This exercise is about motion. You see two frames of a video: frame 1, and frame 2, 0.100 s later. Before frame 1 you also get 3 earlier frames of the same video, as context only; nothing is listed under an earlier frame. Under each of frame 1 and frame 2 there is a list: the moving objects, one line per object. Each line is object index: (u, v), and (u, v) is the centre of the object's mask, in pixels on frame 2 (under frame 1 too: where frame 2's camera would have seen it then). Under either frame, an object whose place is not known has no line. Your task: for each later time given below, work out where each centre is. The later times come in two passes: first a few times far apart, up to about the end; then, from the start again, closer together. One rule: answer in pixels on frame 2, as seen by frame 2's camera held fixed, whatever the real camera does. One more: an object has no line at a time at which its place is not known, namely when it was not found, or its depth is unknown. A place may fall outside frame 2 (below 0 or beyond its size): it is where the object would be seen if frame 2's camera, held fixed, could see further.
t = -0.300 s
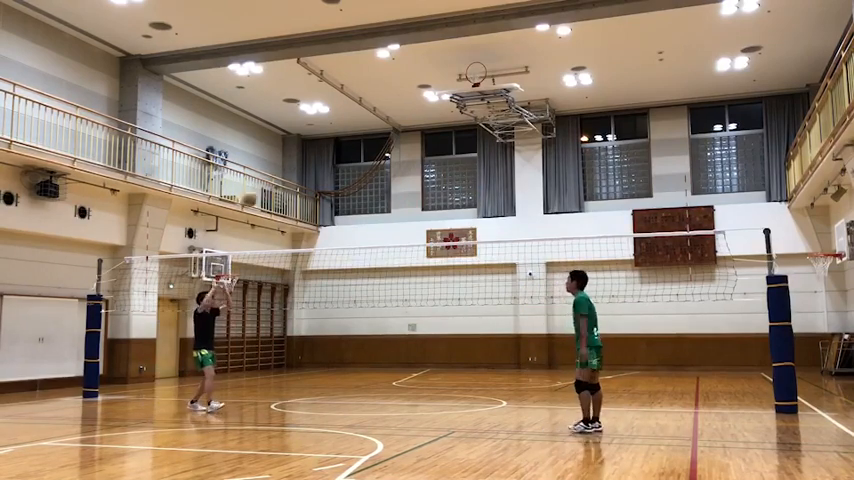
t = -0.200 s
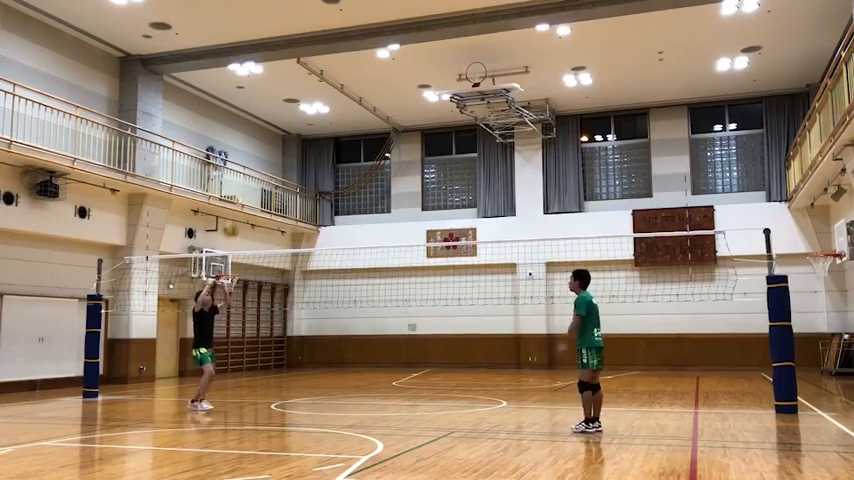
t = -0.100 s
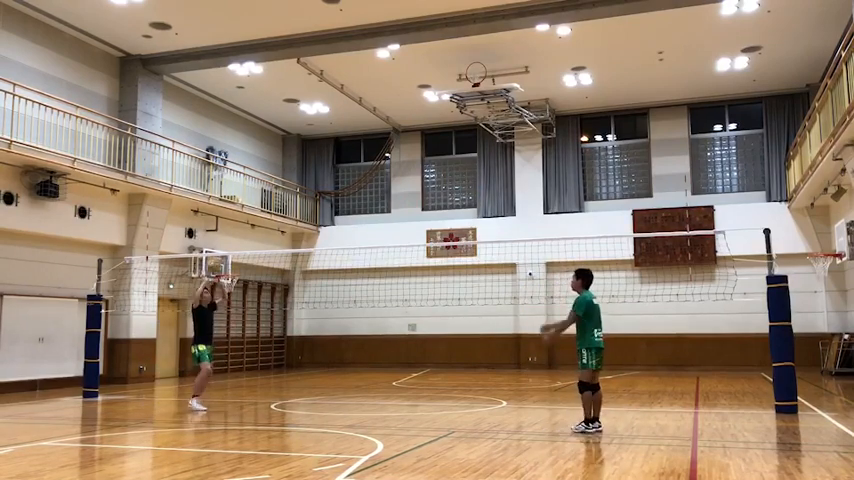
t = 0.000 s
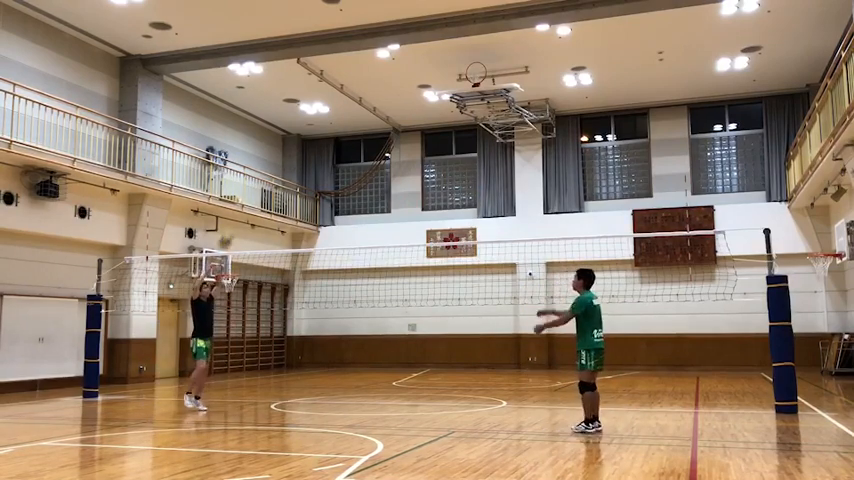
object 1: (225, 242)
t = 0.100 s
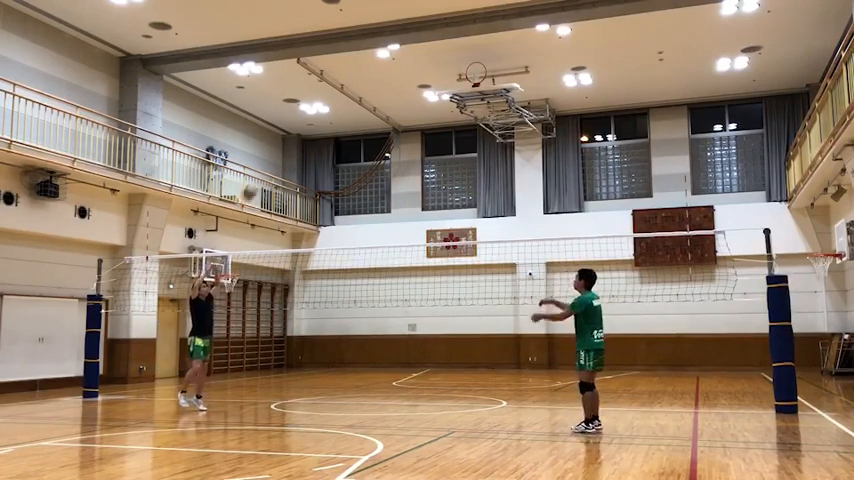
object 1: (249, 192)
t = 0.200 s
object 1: (272, 150)
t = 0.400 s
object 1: (319, 93)
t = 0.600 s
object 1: (367, 60)
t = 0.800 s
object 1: (415, 54)
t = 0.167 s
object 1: (265, 163)
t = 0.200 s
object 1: (272, 150)
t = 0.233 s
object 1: (280, 139)
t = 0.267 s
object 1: (287, 129)
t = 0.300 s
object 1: (296, 120)
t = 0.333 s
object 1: (302, 110)
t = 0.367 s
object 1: (312, 100)
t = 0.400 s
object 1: (319, 93)
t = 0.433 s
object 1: (327, 87)
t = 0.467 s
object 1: (336, 79)
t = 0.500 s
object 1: (343, 73)
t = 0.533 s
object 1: (351, 68)
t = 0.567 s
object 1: (359, 64)
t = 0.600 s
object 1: (367, 60)
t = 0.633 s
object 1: (374, 58)
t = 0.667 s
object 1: (383, 55)
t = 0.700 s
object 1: (391, 54)
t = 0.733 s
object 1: (399, 54)
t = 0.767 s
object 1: (406, 54)
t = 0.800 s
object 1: (415, 54)
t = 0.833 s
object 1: (423, 56)
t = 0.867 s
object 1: (431, 59)
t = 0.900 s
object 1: (440, 62)
